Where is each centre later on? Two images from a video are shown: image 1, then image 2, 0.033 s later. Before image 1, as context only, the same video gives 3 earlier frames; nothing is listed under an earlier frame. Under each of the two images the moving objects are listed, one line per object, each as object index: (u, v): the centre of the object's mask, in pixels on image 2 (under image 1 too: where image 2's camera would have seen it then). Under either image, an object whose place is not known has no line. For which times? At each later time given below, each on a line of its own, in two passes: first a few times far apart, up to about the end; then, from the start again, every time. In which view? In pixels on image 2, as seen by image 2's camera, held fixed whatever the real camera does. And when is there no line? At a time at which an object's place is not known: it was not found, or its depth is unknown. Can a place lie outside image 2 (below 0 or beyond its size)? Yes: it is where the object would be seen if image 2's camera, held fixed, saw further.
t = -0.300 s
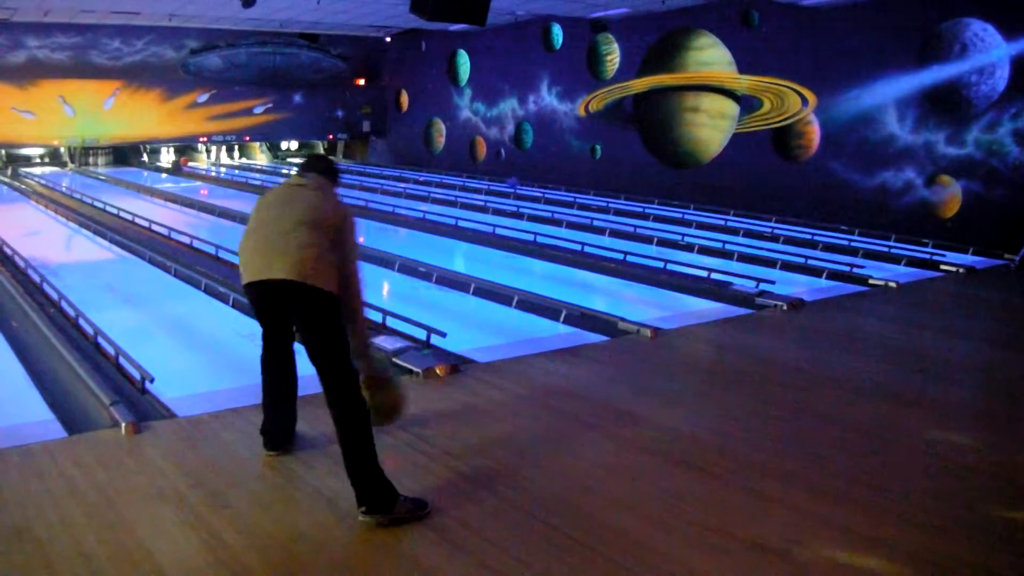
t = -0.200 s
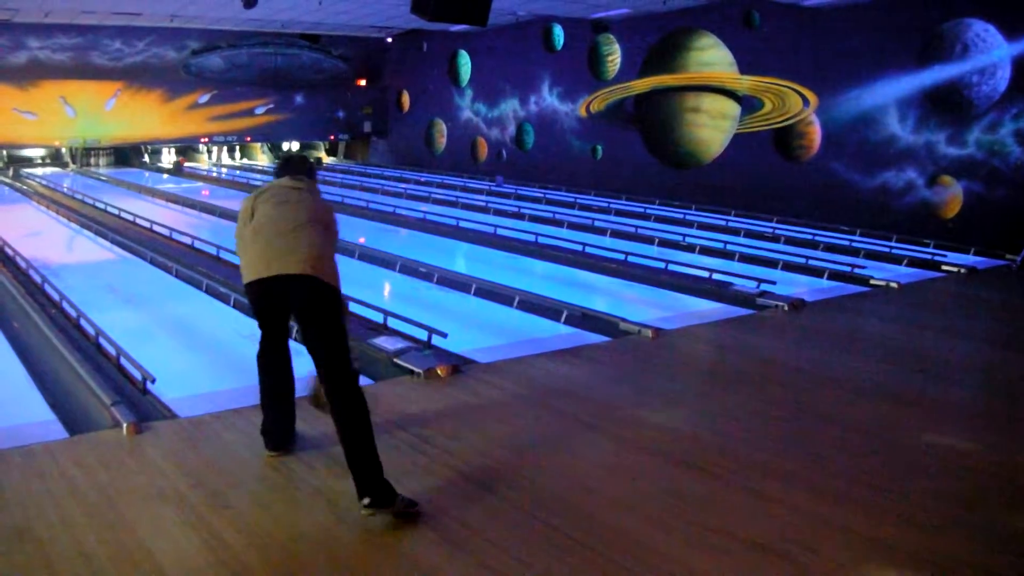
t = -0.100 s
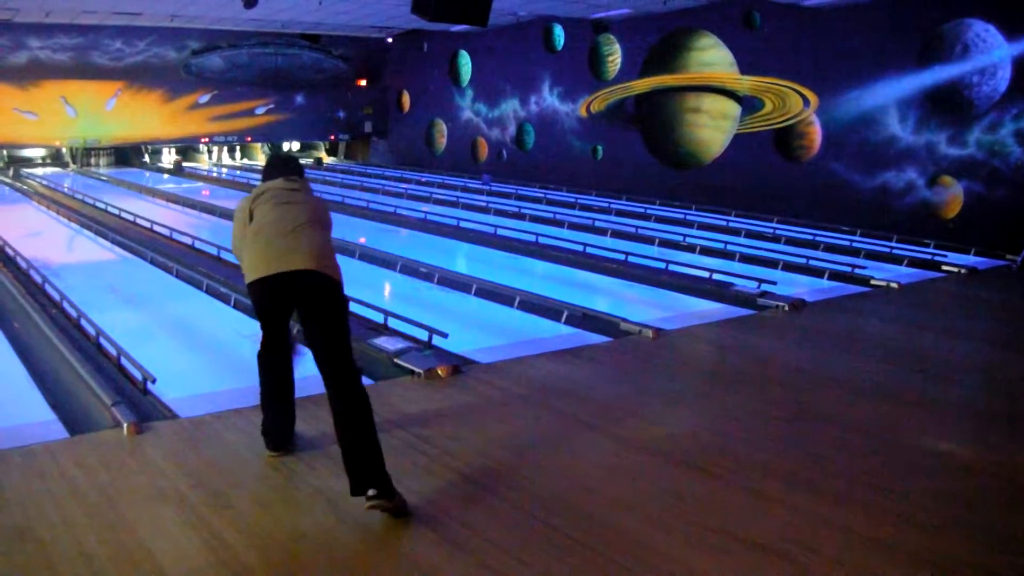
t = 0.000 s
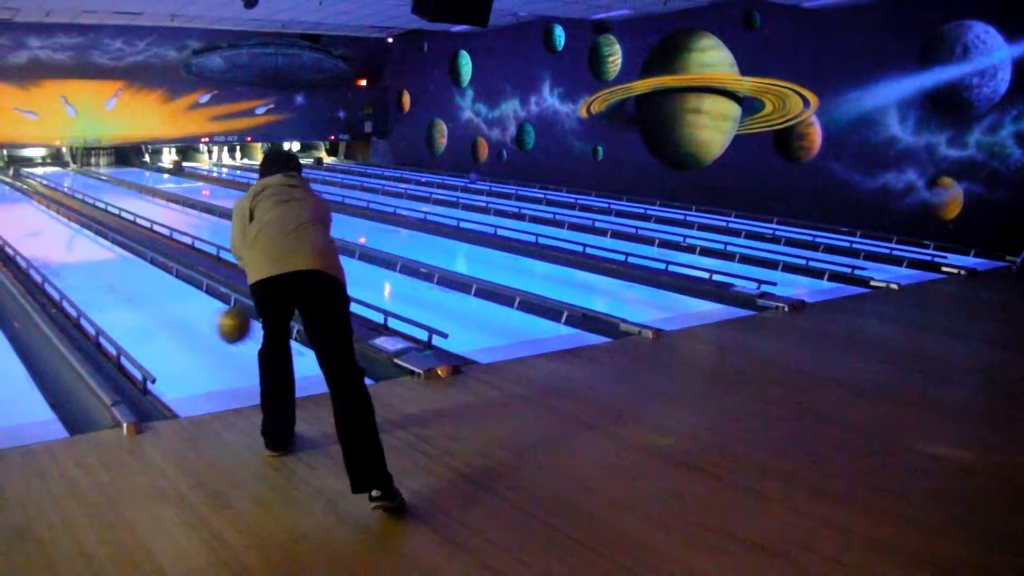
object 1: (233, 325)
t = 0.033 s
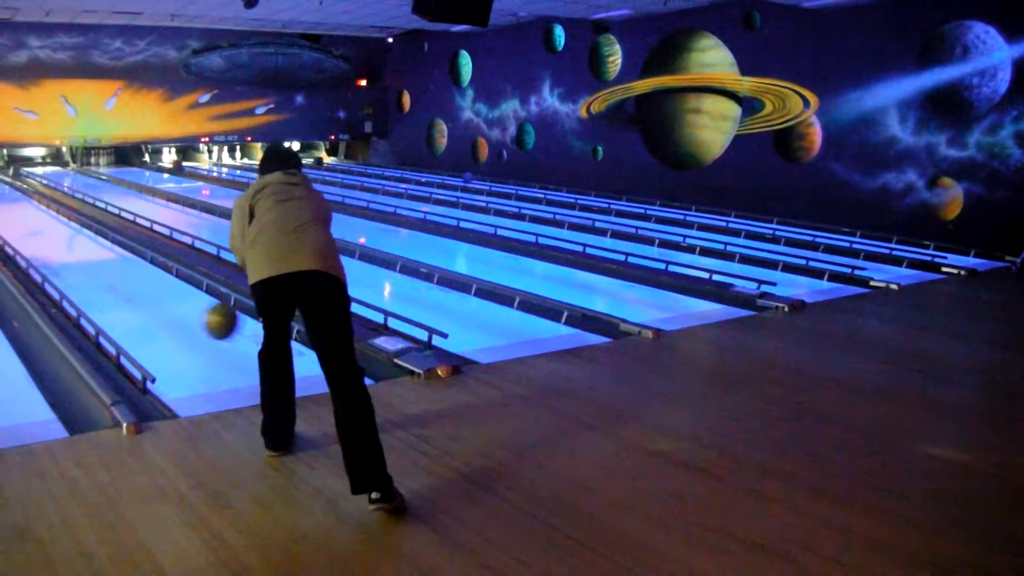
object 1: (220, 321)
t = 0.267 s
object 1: (150, 318)
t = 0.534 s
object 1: (93, 285)
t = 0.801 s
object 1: (52, 261)
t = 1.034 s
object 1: (30, 244)
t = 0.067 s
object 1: (208, 320)
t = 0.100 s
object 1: (198, 320)
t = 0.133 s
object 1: (187, 323)
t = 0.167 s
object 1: (177, 328)
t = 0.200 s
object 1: (168, 328)
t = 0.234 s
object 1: (159, 322)
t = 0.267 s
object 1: (150, 318)
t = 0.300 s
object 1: (142, 313)
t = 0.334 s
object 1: (133, 308)
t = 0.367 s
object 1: (126, 304)
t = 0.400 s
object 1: (119, 300)
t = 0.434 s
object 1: (111, 296)
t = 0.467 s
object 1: (105, 292)
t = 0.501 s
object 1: (98, 288)
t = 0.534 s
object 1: (93, 285)
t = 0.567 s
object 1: (86, 281)
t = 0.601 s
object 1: (81, 278)
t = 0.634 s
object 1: (76, 275)
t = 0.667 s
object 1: (70, 273)
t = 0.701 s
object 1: (66, 270)
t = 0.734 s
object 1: (61, 267)
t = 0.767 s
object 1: (57, 264)
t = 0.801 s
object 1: (52, 261)
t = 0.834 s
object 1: (48, 259)
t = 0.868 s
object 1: (45, 256)
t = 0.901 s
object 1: (41, 254)
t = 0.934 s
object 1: (38, 251)
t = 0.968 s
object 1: (35, 249)
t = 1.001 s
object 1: (32, 247)
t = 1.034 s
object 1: (30, 244)
